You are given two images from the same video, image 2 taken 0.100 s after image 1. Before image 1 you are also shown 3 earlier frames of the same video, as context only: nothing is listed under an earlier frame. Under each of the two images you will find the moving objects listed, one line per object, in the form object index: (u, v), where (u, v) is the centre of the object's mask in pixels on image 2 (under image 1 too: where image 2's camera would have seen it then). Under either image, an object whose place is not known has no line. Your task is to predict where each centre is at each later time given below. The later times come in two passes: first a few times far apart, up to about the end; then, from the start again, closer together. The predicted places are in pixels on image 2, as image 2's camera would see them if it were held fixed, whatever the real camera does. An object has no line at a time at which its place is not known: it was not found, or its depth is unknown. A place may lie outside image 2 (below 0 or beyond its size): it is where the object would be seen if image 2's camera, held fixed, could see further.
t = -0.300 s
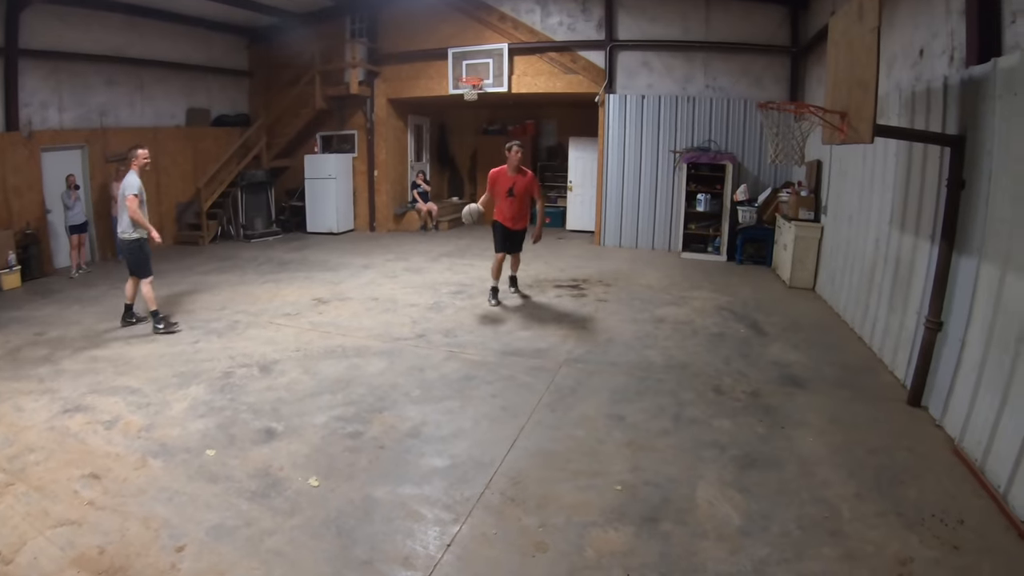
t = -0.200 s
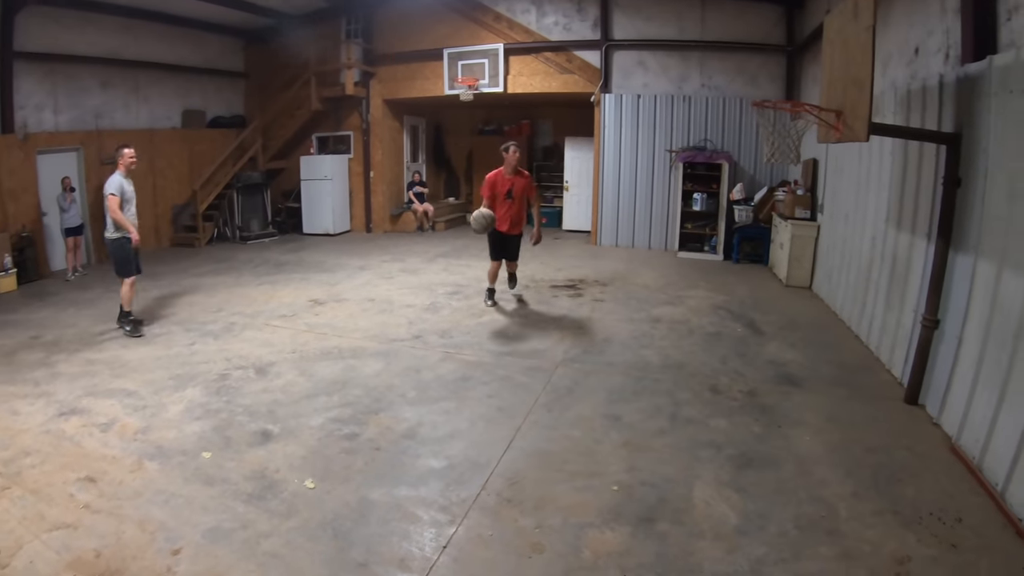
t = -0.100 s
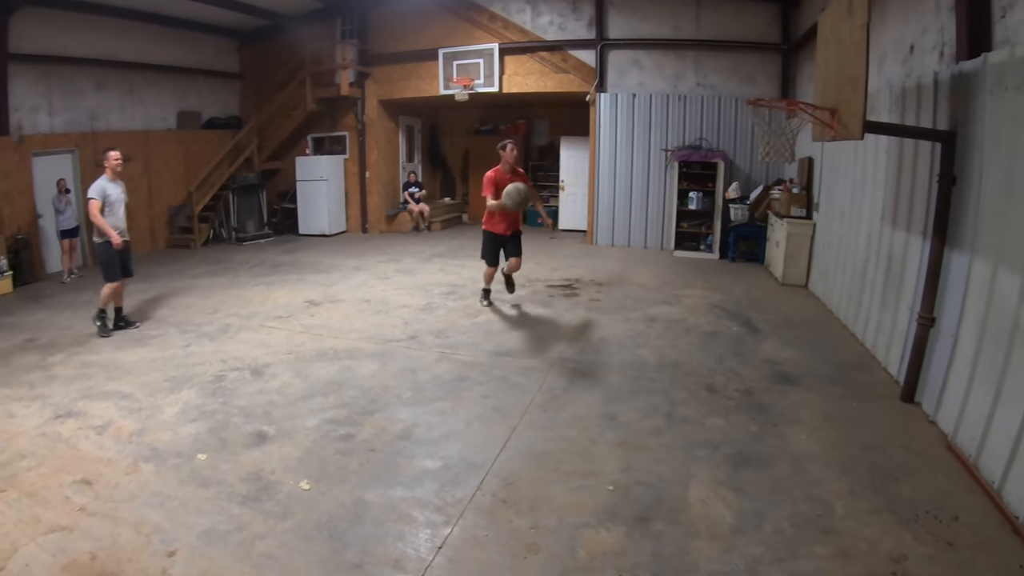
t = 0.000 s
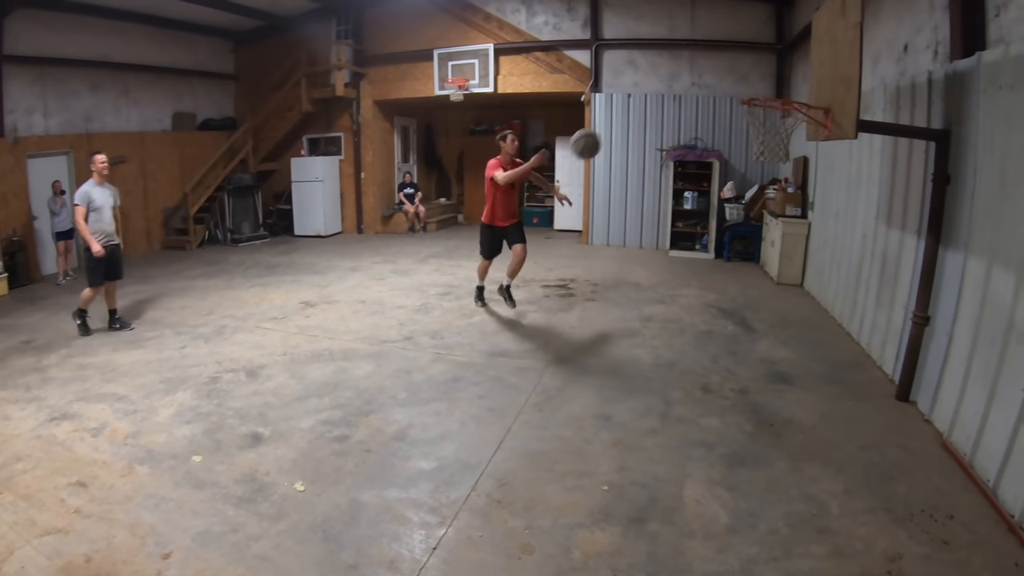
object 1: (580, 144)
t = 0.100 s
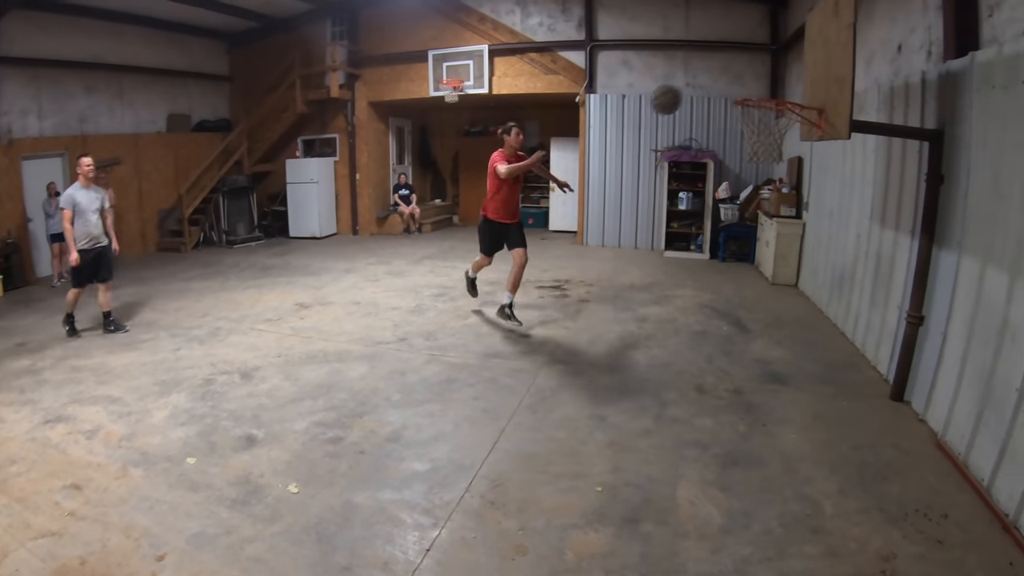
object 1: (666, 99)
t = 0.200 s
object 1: (754, 65)
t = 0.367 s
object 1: (735, 27)
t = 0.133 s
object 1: (695, 86)
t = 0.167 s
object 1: (725, 74)
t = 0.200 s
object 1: (754, 65)
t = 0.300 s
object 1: (775, 39)
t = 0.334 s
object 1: (756, 33)
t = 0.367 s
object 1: (735, 27)
